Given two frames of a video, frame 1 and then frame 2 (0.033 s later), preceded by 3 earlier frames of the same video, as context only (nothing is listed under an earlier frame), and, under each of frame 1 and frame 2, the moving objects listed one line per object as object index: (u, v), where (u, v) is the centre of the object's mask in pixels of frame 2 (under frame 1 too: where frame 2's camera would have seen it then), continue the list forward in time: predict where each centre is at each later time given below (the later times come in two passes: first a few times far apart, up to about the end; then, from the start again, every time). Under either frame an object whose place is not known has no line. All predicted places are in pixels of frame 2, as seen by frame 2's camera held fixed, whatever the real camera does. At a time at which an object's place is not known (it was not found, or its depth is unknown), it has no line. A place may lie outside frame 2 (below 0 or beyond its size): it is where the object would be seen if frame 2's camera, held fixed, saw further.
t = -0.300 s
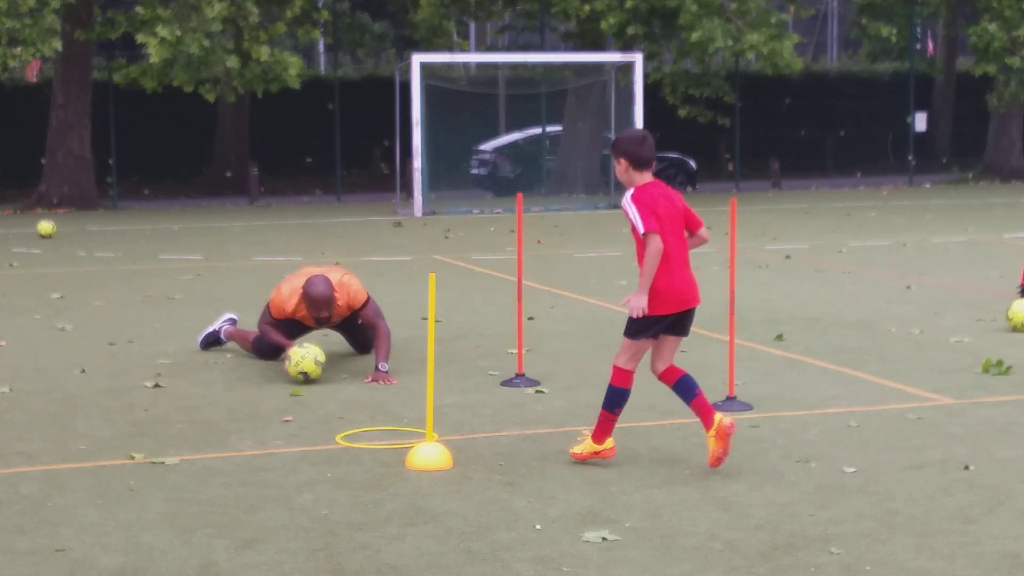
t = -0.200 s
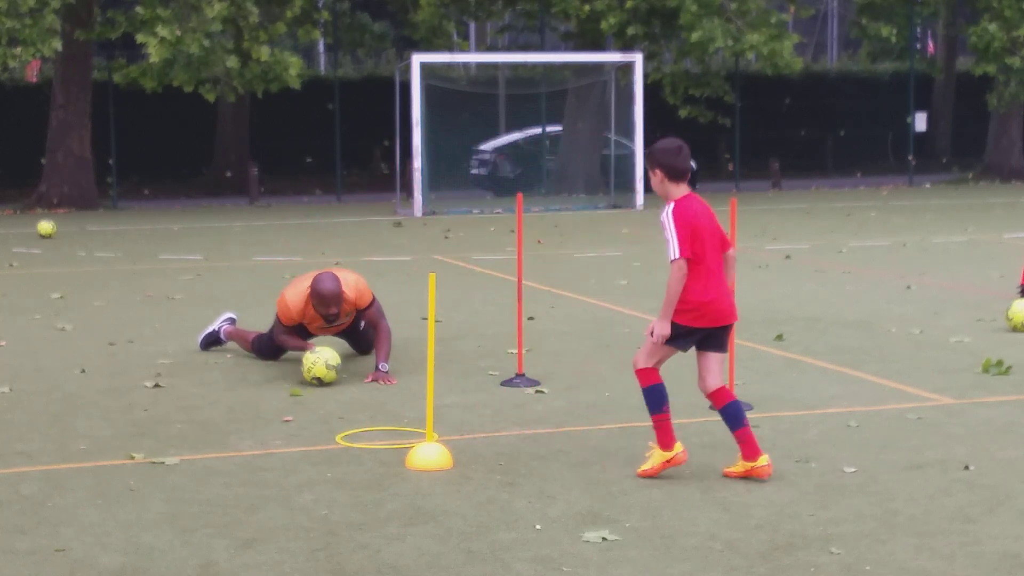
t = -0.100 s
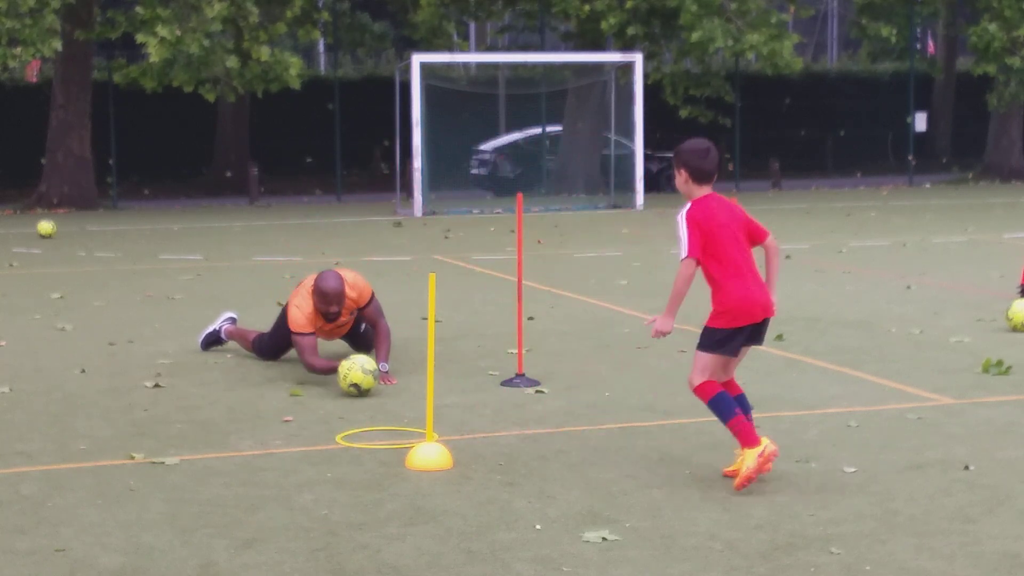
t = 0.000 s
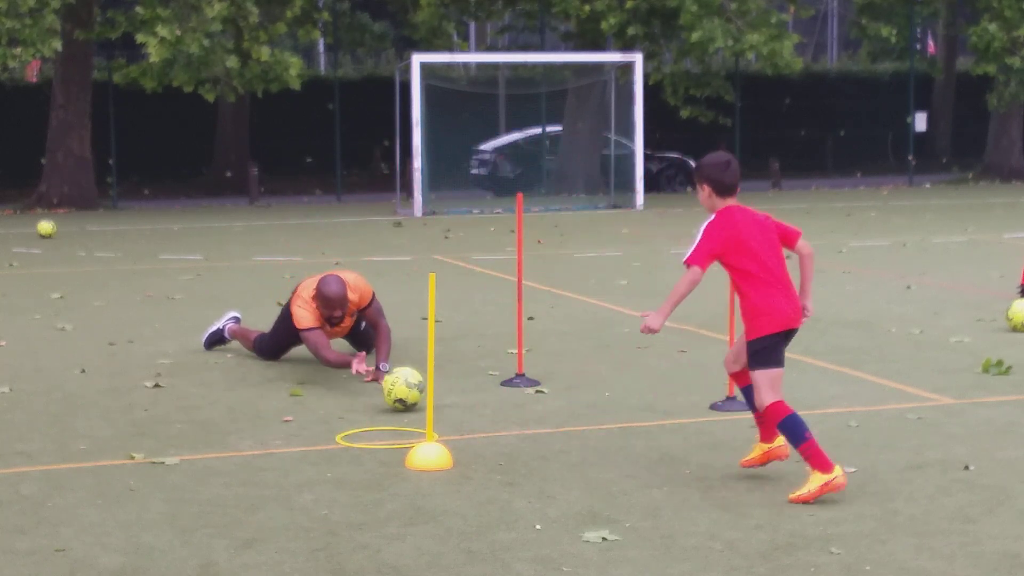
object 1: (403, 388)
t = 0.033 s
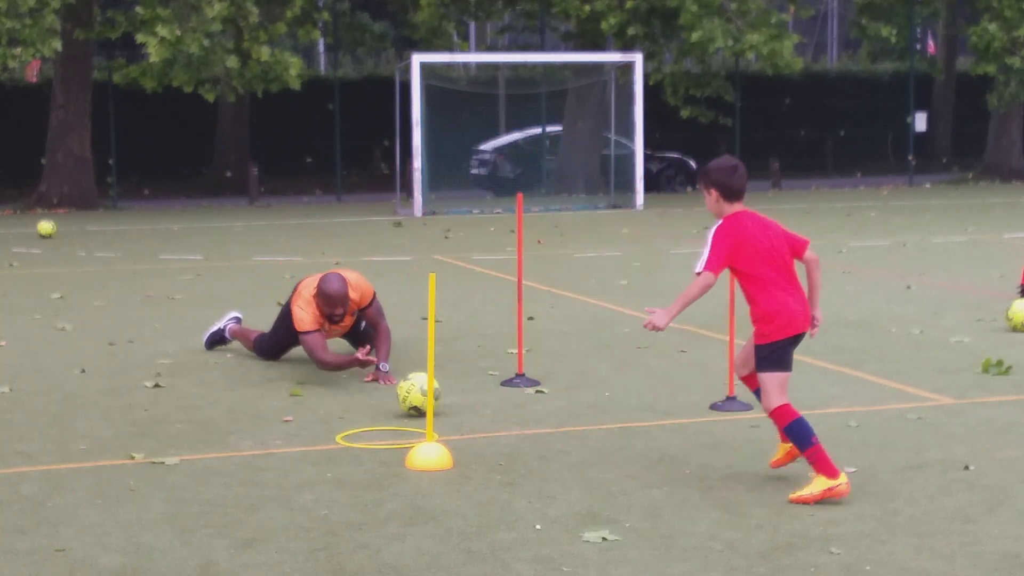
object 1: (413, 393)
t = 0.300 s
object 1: (539, 430)
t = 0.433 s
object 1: (597, 448)
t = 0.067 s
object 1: (434, 396)
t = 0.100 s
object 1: (451, 402)
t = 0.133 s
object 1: (464, 408)
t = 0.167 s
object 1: (478, 411)
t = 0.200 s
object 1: (494, 417)
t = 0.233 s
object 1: (509, 421)
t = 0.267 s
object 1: (524, 425)
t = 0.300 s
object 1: (539, 430)
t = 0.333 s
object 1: (554, 435)
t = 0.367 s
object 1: (568, 439)
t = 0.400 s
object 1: (583, 444)
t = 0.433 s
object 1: (597, 448)
